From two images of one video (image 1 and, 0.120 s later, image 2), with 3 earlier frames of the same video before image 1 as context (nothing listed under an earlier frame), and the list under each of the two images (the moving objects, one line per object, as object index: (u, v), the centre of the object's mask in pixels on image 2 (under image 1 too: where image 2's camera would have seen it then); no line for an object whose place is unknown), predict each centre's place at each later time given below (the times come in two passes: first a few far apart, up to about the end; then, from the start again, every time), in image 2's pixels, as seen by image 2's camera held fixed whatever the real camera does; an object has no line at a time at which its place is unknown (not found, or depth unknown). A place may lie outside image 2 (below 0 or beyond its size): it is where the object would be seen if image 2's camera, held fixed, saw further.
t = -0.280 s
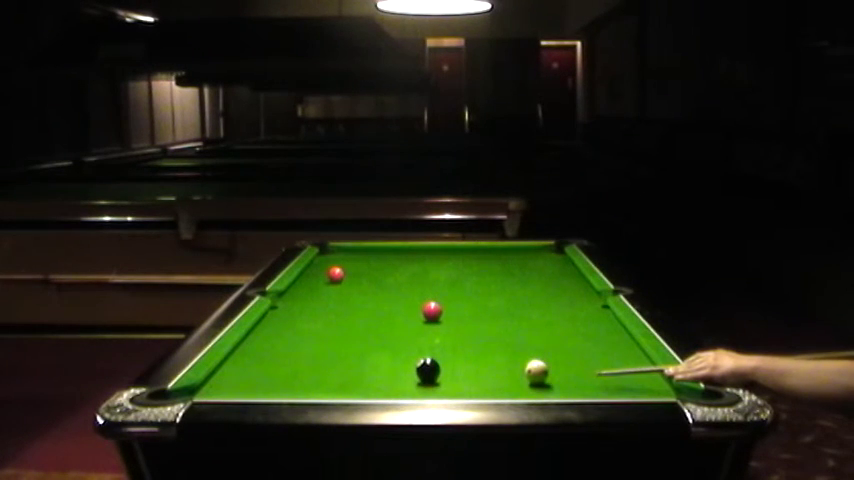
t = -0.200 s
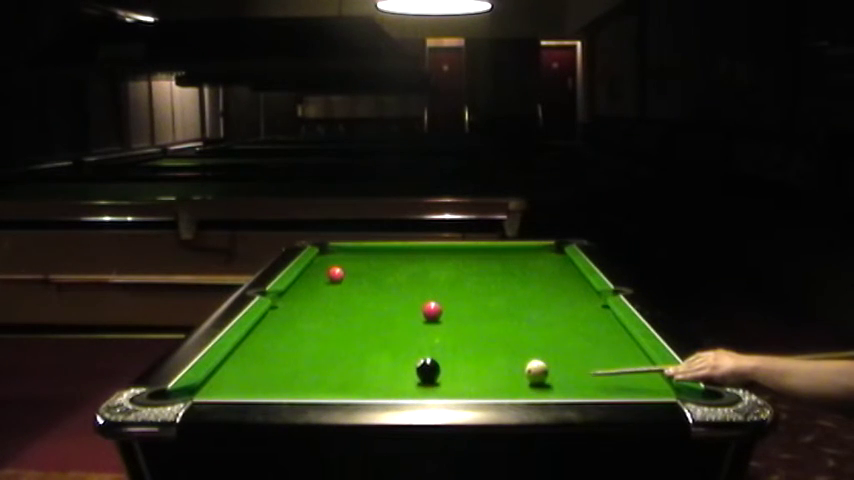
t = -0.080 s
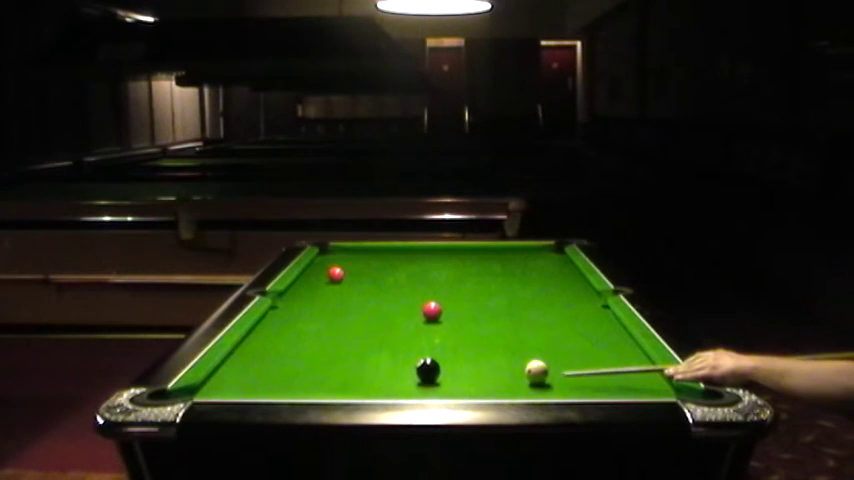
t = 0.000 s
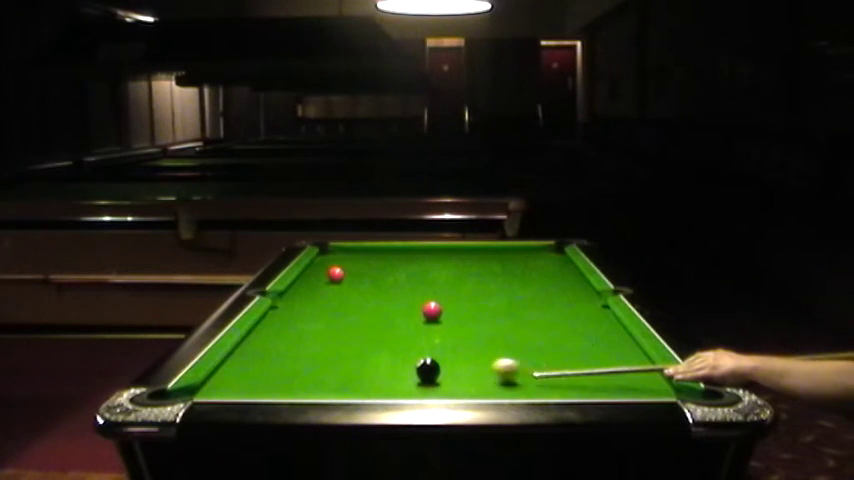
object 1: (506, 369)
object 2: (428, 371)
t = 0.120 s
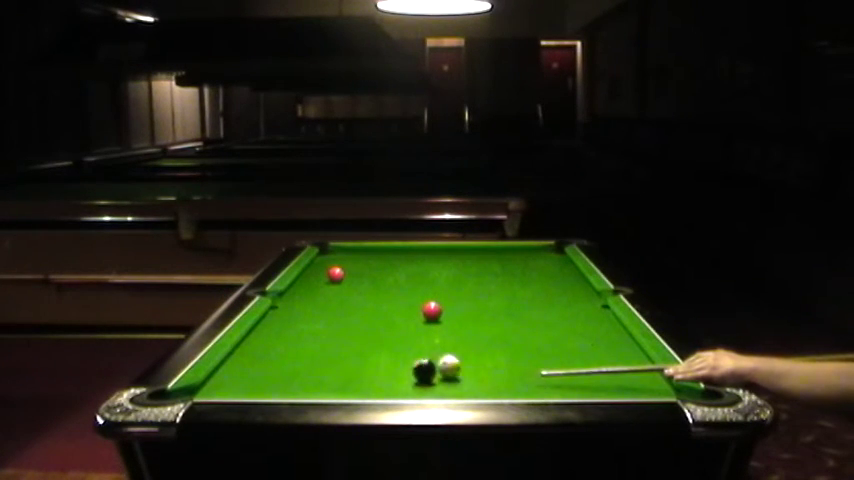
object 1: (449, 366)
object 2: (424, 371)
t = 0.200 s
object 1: (440, 362)
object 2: (406, 373)
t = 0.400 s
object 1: (420, 354)
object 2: (364, 377)
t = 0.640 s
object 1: (398, 344)
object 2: (316, 380)
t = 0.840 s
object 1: (383, 338)
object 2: (278, 382)
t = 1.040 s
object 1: (369, 332)
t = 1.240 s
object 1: (357, 326)
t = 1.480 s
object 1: (344, 321)
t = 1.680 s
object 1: (334, 317)
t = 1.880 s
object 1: (326, 314)
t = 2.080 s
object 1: (318, 311)
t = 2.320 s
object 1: (311, 308)
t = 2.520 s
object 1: (306, 306)
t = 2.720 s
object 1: (301, 305)
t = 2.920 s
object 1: (298, 303)
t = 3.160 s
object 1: (294, 301)
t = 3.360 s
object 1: (291, 301)
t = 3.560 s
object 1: (291, 300)
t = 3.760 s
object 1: (290, 300)
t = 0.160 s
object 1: (444, 364)
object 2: (415, 373)
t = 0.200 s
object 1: (440, 362)
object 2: (406, 373)
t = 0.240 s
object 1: (436, 360)
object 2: (398, 374)
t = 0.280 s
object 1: (432, 359)
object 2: (389, 375)
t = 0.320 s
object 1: (427, 357)
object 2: (381, 376)
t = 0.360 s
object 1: (424, 356)
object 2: (373, 376)
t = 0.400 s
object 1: (420, 354)
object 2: (364, 377)
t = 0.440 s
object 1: (416, 353)
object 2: (356, 378)
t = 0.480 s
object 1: (412, 351)
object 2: (348, 379)
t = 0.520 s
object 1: (408, 349)
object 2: (341, 380)
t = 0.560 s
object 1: (405, 348)
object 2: (332, 379)
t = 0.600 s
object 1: (402, 346)
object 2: (324, 380)
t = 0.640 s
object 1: (398, 344)
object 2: (316, 380)
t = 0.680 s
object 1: (395, 344)
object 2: (309, 381)
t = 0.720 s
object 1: (392, 342)
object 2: (301, 382)
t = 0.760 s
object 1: (389, 341)
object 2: (293, 382)
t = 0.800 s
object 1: (386, 339)
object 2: (286, 382)
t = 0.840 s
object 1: (383, 338)
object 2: (278, 382)
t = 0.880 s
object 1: (380, 337)
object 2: (270, 383)
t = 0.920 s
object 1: (377, 335)
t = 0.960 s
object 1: (374, 334)
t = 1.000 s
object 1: (372, 333)
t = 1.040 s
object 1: (369, 332)
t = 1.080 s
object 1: (366, 330)
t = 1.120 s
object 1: (364, 329)
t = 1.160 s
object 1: (361, 329)
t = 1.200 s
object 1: (359, 328)
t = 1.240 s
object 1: (357, 326)
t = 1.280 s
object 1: (354, 326)
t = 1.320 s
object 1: (352, 324)
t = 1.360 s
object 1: (350, 324)
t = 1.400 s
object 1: (348, 322)
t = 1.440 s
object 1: (345, 322)
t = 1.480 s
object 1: (344, 321)
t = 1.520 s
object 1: (342, 320)
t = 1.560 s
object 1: (340, 319)
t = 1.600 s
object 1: (338, 318)
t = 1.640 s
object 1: (336, 318)
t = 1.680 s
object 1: (334, 317)
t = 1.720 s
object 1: (332, 316)
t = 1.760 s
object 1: (330, 316)
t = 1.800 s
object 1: (329, 315)
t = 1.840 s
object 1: (327, 315)
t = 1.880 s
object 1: (326, 314)
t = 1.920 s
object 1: (324, 314)
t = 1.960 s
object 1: (323, 313)
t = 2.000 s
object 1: (321, 312)
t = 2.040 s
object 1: (320, 311)
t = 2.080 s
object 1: (318, 311)
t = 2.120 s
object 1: (317, 310)
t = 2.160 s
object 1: (316, 310)
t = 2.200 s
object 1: (315, 309)
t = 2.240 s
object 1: (313, 309)
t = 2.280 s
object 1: (312, 308)
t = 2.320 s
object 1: (311, 308)
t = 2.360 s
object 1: (310, 307)
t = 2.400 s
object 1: (309, 308)
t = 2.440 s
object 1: (308, 307)
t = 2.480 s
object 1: (307, 306)
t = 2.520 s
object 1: (306, 306)
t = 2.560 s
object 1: (305, 306)
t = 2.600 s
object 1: (304, 305)
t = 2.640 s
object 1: (303, 305)
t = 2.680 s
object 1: (302, 305)
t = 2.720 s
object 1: (301, 305)
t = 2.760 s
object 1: (301, 304)
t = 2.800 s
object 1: (300, 304)
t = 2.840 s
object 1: (299, 303)
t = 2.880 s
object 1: (298, 303)
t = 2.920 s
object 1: (298, 303)
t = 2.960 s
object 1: (297, 303)
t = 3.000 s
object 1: (296, 302)
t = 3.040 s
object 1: (296, 302)
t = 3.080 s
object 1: (295, 302)
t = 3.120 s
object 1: (295, 302)
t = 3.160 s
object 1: (294, 301)
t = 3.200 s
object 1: (293, 301)
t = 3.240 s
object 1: (293, 301)
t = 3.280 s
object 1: (292, 301)
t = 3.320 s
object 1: (292, 301)
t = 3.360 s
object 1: (291, 301)
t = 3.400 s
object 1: (291, 301)
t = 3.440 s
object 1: (291, 301)
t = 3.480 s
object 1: (291, 300)
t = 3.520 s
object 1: (291, 300)
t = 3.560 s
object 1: (291, 300)
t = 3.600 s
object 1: (290, 301)
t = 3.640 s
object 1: (291, 301)
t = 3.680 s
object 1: (290, 300)
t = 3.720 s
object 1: (290, 300)
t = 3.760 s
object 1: (290, 300)
